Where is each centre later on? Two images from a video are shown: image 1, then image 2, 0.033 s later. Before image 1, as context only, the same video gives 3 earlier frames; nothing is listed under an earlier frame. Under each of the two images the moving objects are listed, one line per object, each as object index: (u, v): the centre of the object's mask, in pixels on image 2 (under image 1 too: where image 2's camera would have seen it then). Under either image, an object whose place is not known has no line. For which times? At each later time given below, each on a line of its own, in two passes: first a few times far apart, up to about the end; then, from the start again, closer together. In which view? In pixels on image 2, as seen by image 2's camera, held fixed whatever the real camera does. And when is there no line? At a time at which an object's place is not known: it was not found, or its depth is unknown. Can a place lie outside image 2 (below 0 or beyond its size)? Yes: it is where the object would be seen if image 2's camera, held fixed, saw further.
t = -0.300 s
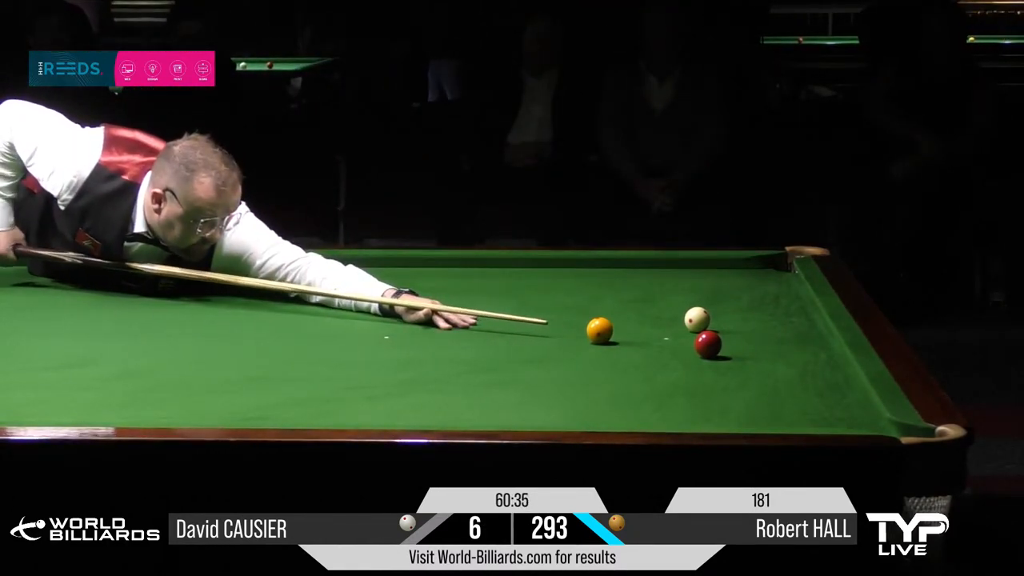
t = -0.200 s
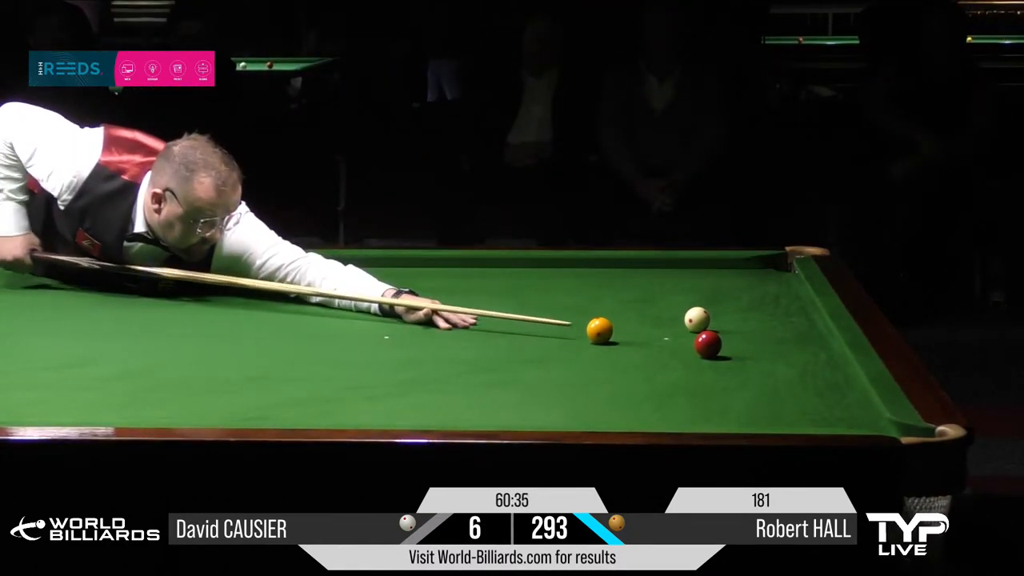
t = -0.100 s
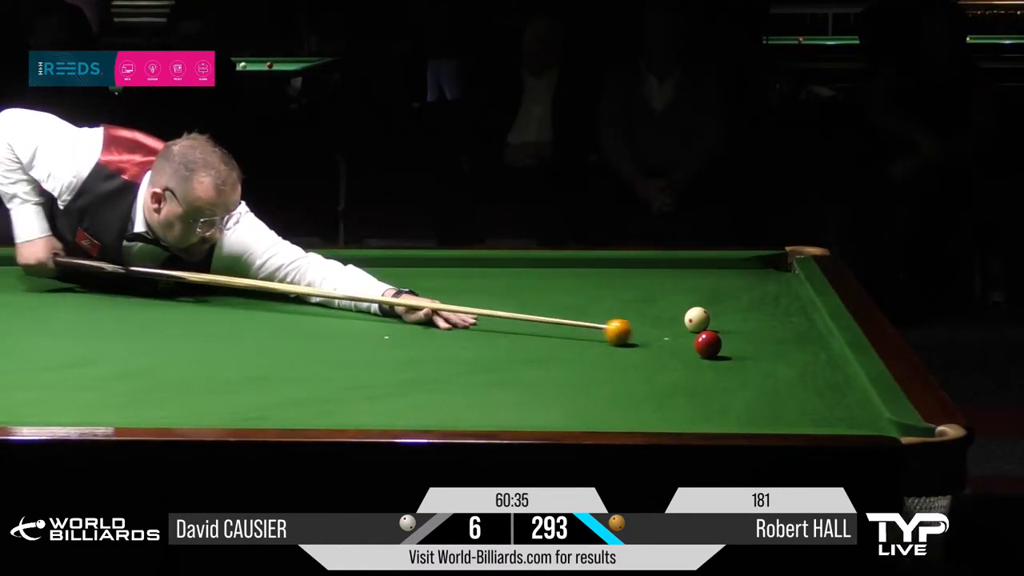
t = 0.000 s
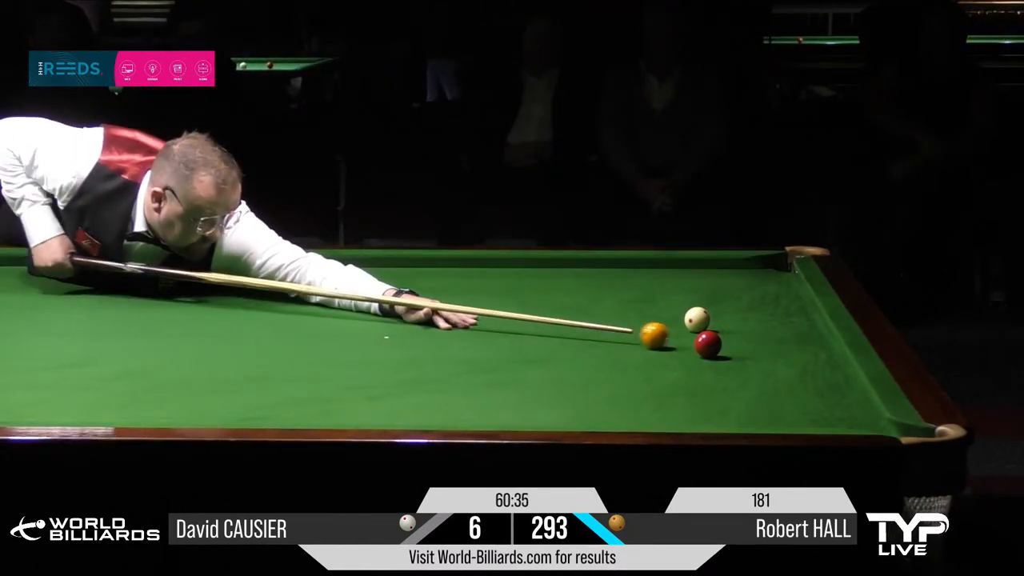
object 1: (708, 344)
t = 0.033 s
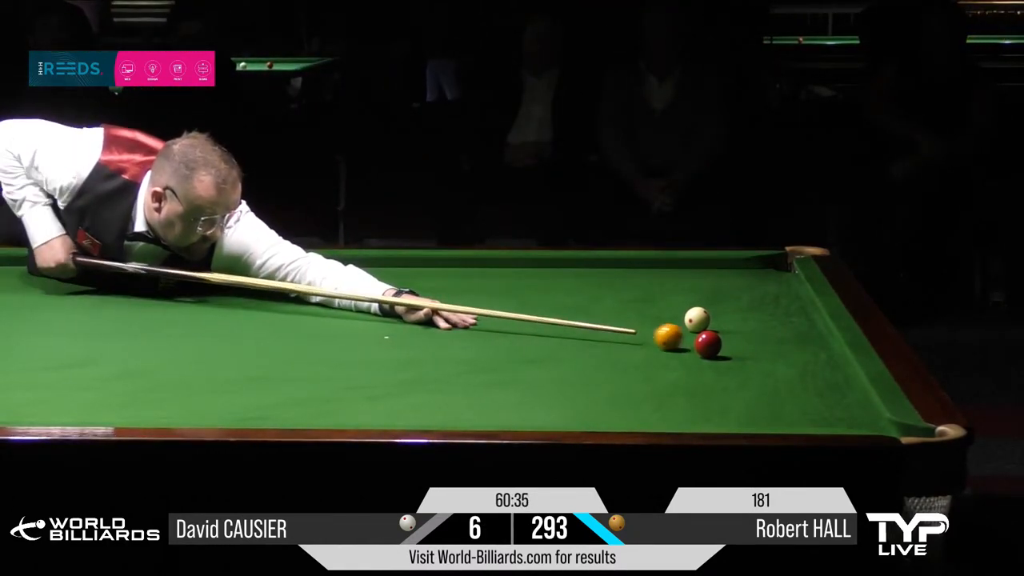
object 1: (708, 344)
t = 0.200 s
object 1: (716, 347)
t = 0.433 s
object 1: (735, 355)
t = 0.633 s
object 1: (750, 361)
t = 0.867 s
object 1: (766, 368)
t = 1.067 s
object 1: (779, 374)
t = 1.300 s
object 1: (793, 380)
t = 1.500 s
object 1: (803, 385)
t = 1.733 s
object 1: (815, 390)
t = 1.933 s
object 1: (824, 394)
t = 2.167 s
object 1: (835, 398)
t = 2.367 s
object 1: (841, 401)
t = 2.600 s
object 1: (846, 404)
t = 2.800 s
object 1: (849, 405)
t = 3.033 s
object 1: (851, 407)
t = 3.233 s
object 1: (852, 407)
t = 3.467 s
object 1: (852, 408)
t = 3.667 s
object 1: (852, 408)
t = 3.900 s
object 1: (852, 408)
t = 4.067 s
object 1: (853, 408)
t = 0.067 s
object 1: (708, 344)
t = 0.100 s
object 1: (708, 344)
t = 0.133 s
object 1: (711, 345)
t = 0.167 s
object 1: (715, 347)
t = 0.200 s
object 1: (716, 347)
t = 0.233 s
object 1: (719, 349)
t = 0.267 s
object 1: (722, 350)
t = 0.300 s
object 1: (724, 351)
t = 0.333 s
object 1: (727, 352)
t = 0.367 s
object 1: (730, 353)
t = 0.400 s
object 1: (732, 354)
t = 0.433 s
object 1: (735, 355)
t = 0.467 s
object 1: (738, 357)
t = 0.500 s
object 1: (740, 357)
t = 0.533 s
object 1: (742, 358)
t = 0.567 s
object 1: (745, 360)
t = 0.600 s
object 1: (747, 360)
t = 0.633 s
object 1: (750, 361)
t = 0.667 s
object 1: (753, 363)
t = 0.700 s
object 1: (754, 363)
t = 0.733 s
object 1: (757, 364)
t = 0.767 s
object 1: (760, 366)
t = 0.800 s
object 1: (761, 366)
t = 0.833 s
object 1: (764, 367)
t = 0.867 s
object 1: (766, 368)
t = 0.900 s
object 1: (768, 369)
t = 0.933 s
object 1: (770, 370)
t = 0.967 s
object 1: (773, 372)
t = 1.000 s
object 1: (774, 372)
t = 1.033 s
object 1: (777, 373)
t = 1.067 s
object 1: (779, 374)
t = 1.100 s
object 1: (781, 375)
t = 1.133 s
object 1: (783, 376)
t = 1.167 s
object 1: (785, 377)
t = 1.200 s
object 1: (787, 378)
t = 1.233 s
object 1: (789, 378)
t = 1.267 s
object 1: (791, 379)
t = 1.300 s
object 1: (793, 380)
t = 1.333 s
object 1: (795, 381)
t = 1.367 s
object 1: (797, 382)
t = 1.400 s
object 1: (798, 382)
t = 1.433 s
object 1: (800, 383)
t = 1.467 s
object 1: (802, 384)
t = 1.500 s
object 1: (803, 385)
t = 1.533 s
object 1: (805, 386)
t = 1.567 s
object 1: (807, 387)
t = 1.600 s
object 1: (808, 387)
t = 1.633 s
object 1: (810, 388)
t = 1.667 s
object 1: (812, 389)
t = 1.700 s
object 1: (813, 389)
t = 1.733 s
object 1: (815, 390)
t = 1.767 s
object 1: (817, 391)
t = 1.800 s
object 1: (818, 391)
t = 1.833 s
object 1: (820, 392)
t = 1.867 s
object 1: (822, 393)
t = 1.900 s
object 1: (823, 394)
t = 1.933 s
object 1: (824, 394)
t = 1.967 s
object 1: (826, 395)
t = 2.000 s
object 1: (827, 395)
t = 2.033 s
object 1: (828, 396)
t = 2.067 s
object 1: (830, 396)
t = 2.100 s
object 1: (831, 397)
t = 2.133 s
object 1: (833, 398)
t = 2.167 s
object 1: (835, 398)
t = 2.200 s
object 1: (835, 399)
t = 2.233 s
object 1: (836, 399)
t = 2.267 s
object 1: (838, 400)
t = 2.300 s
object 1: (838, 400)
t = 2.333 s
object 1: (840, 401)
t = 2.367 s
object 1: (841, 401)
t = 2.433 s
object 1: (841, 401)
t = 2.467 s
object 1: (842, 402)
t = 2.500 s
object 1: (843, 402)
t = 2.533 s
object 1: (844, 402)
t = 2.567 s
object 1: (845, 403)
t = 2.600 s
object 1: (846, 404)
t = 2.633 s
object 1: (846, 404)
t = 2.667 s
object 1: (846, 404)
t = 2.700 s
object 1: (847, 404)
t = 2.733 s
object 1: (848, 405)
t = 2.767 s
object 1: (848, 405)
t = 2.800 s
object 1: (849, 405)
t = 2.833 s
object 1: (849, 405)
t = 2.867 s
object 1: (849, 406)
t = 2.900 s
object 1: (850, 406)
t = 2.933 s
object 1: (850, 406)
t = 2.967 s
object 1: (850, 406)
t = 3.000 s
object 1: (851, 406)
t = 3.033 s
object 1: (851, 407)
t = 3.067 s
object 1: (851, 407)
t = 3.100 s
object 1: (851, 407)
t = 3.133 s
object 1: (852, 407)
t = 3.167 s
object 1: (852, 407)
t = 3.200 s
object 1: (852, 407)
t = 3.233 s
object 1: (852, 407)
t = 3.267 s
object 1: (852, 408)
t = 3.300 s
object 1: (852, 408)
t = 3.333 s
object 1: (852, 408)
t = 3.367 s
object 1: (852, 408)
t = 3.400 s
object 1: (852, 408)
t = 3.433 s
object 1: (852, 408)
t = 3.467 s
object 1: (852, 408)
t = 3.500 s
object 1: (852, 408)
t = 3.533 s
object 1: (852, 408)
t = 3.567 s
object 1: (853, 408)
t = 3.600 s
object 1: (853, 408)
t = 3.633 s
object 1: (852, 408)
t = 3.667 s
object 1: (852, 408)
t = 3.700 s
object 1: (852, 408)
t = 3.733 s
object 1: (853, 408)
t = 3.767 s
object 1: (853, 408)
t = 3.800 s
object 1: (853, 408)
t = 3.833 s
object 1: (853, 408)
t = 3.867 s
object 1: (852, 408)
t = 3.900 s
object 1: (852, 408)
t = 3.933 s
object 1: (852, 408)
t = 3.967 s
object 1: (852, 408)
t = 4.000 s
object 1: (853, 408)
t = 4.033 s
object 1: (853, 408)
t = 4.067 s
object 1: (853, 408)
